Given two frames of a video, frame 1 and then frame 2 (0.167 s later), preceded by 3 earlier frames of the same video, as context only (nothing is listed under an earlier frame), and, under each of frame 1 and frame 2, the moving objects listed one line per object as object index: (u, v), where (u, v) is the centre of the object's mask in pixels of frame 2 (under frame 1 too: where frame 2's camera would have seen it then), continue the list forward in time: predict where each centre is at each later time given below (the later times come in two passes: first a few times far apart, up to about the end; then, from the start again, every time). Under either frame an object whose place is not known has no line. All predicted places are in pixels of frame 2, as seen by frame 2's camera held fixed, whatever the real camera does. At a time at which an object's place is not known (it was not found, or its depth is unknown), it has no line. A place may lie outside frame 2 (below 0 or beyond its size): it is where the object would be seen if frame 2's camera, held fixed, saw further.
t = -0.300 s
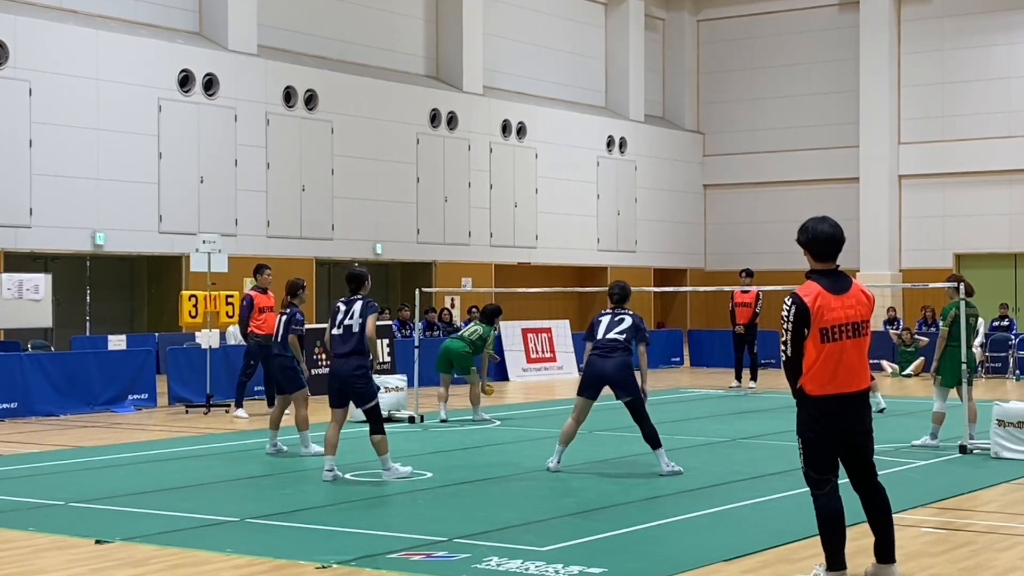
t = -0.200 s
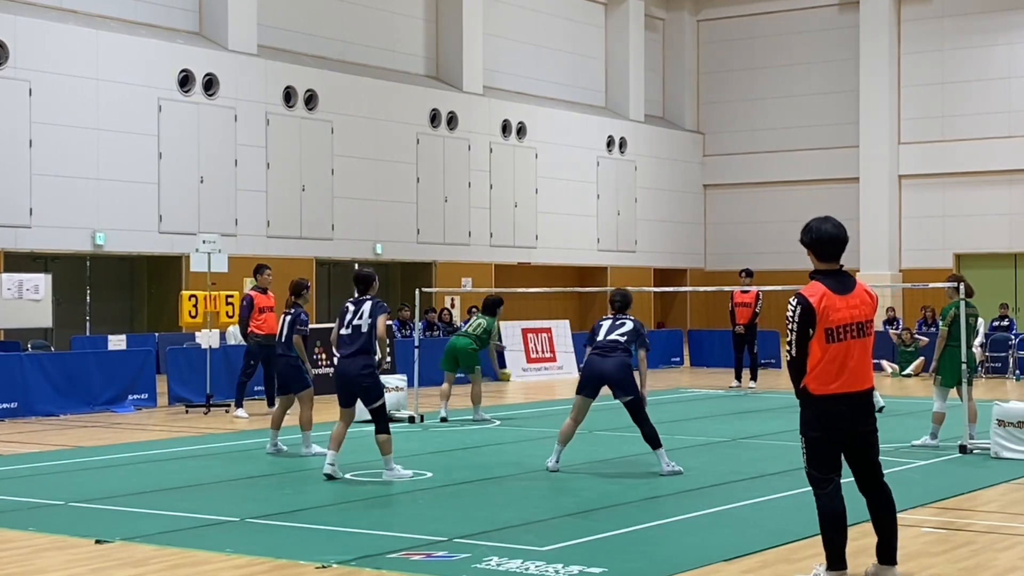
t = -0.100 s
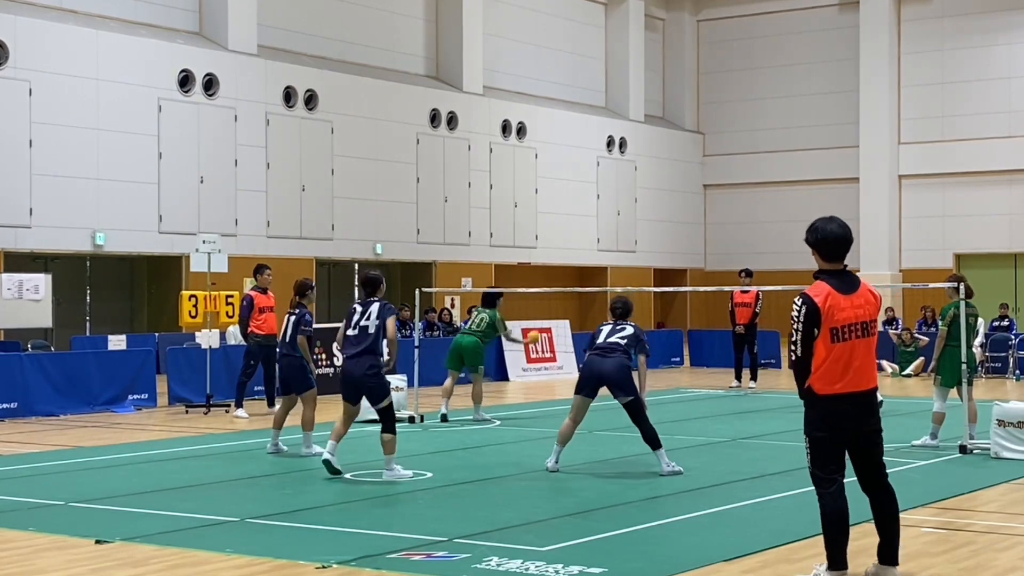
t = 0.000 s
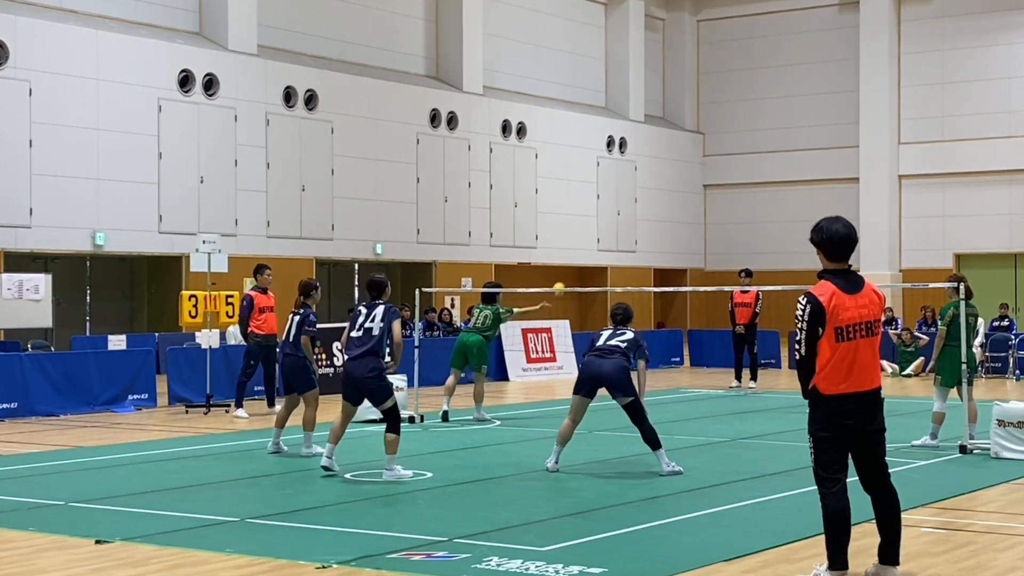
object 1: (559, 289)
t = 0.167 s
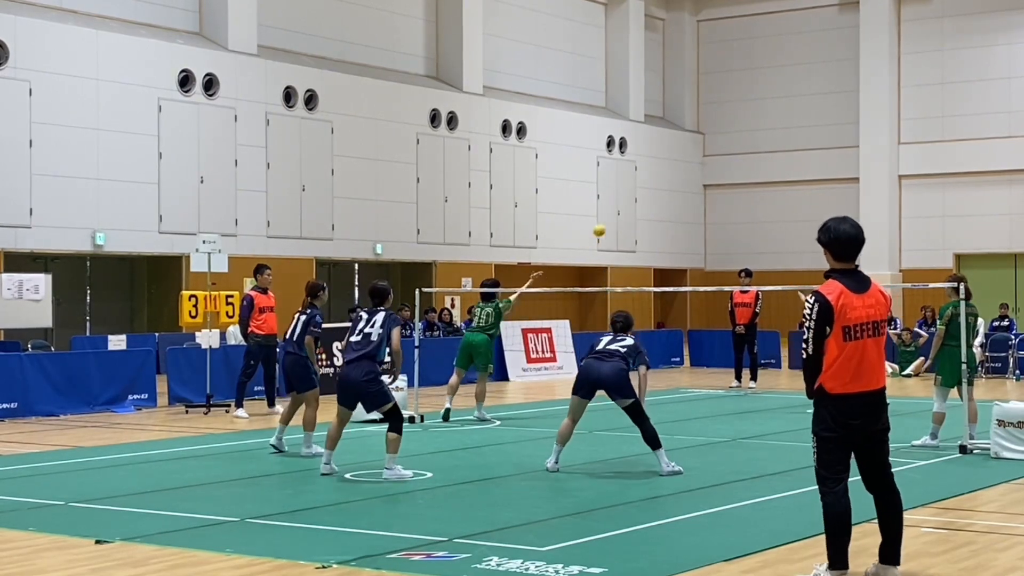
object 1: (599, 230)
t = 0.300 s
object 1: (630, 202)
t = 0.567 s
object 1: (689, 192)
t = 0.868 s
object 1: (753, 250)
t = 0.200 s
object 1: (607, 222)
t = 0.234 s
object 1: (615, 214)
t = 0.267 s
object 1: (622, 208)
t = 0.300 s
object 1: (630, 202)
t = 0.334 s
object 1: (638, 198)
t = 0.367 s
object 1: (645, 194)
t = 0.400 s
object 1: (653, 191)
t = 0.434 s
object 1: (660, 190)
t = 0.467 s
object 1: (668, 189)
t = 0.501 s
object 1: (676, 189)
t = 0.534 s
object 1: (682, 190)
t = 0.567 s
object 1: (689, 192)
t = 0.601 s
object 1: (697, 195)
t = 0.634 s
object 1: (704, 199)
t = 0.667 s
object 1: (711, 203)
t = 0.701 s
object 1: (718, 209)
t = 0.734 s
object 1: (725, 215)
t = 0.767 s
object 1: (732, 223)
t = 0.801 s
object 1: (740, 231)
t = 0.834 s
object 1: (747, 240)
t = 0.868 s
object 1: (753, 250)
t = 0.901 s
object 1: (760, 261)
